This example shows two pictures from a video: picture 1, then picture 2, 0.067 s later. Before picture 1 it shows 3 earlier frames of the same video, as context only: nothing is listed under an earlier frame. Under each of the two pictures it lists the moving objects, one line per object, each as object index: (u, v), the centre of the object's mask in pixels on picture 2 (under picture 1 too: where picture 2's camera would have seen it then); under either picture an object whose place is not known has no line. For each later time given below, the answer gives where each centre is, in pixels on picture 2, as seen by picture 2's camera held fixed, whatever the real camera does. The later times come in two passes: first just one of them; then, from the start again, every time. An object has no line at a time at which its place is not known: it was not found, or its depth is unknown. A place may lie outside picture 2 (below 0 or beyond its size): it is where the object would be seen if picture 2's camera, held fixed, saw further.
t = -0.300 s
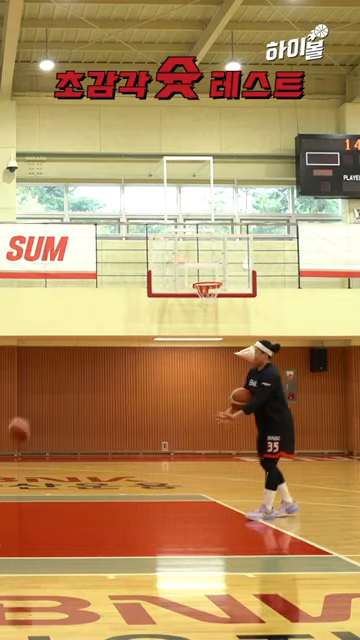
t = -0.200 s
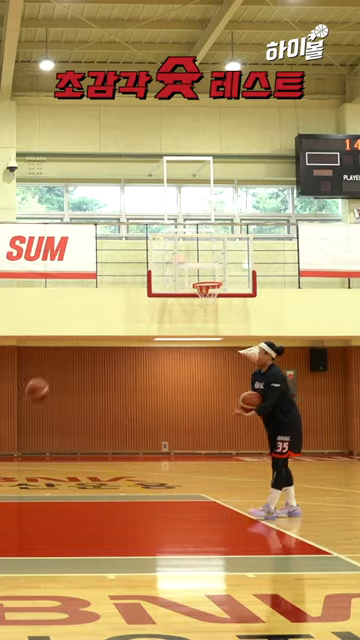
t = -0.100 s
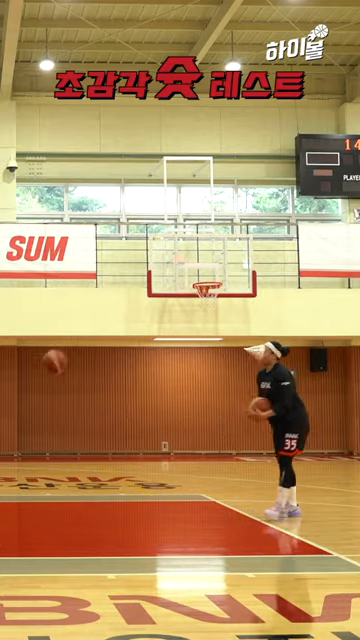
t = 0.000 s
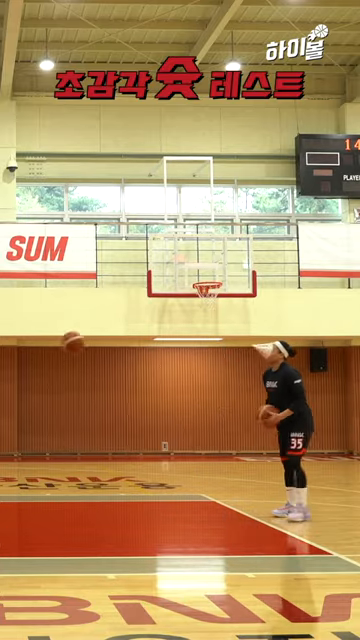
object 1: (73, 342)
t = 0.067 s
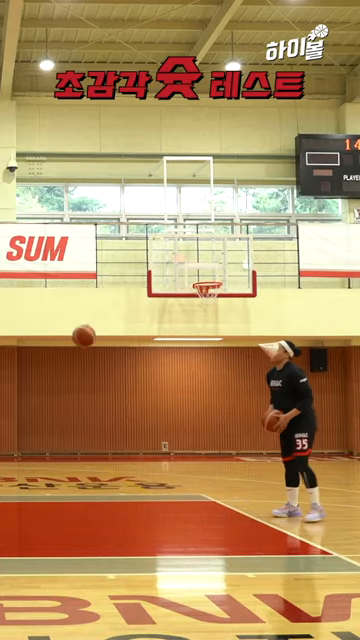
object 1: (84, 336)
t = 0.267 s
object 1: (118, 340)
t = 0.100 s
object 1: (89, 334)
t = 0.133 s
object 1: (95, 333)
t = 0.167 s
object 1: (101, 333)
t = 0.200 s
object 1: (107, 335)
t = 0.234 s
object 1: (112, 337)
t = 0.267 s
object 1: (118, 340)
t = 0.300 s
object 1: (124, 344)
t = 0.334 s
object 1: (130, 349)
